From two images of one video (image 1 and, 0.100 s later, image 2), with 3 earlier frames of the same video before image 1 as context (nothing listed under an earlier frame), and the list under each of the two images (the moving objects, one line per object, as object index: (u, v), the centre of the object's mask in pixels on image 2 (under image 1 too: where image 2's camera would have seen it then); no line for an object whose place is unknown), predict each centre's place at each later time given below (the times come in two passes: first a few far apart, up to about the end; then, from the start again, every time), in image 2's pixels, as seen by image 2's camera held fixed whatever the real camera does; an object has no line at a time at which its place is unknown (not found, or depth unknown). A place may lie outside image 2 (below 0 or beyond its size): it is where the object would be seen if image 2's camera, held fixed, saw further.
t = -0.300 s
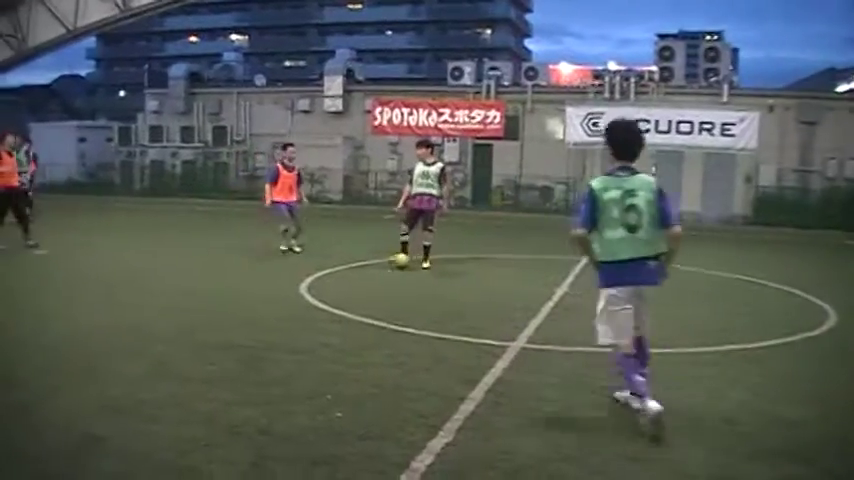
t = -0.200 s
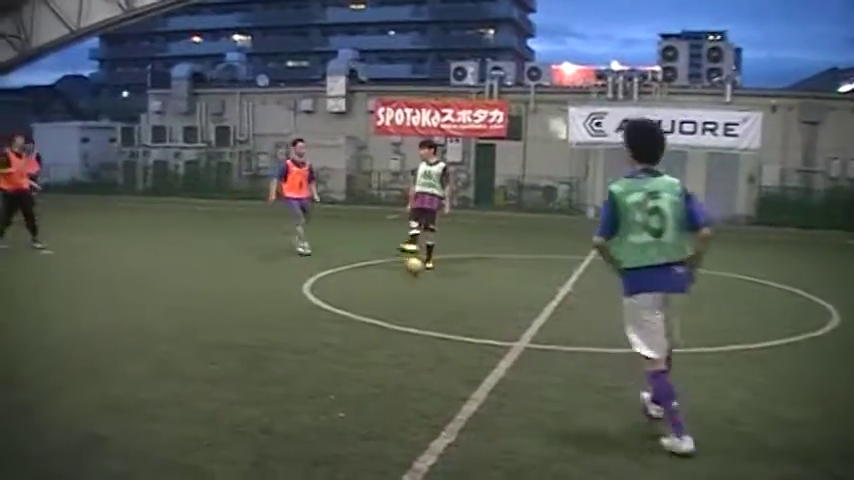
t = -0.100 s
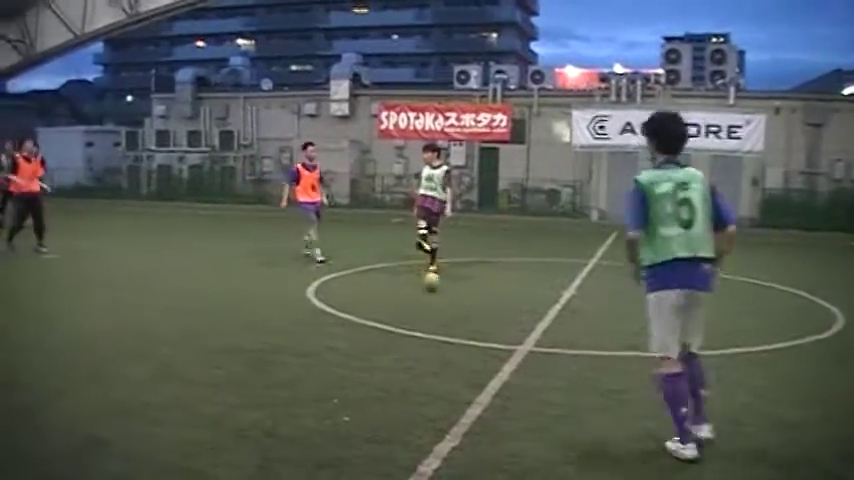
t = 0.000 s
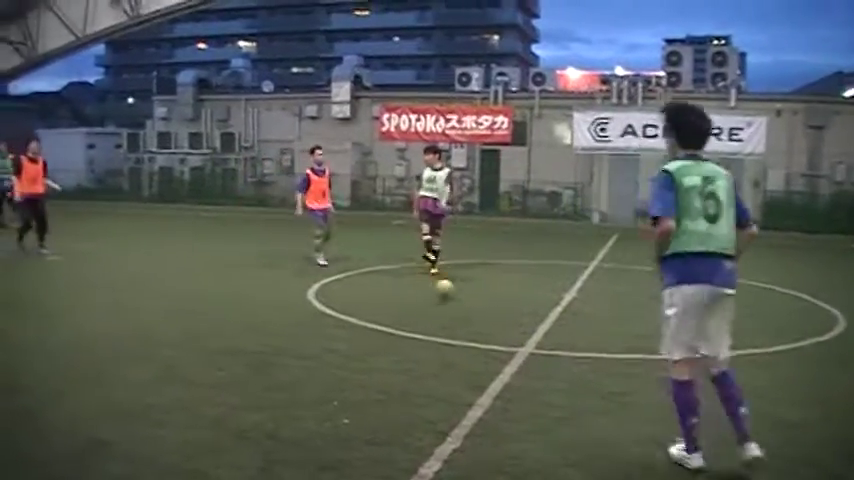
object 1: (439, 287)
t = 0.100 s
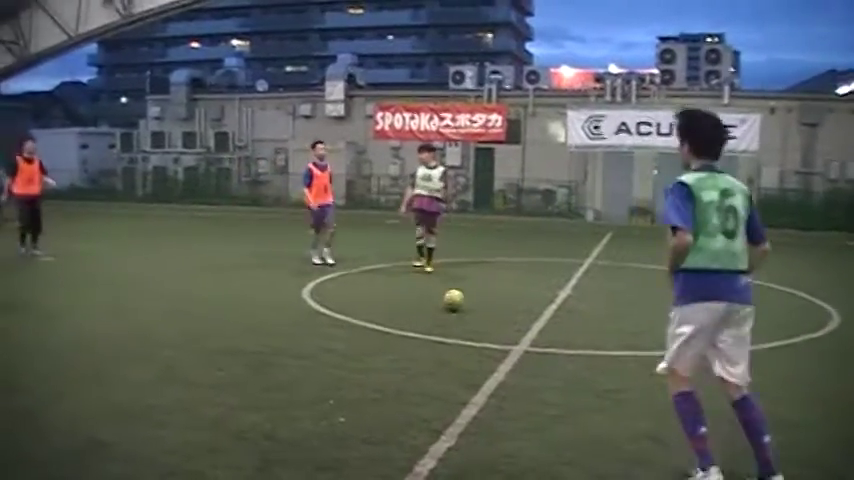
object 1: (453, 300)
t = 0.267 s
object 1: (480, 317)
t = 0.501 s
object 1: (525, 347)
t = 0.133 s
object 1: (458, 302)
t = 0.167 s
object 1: (463, 305)
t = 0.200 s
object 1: (469, 309)
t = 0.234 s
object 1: (474, 314)
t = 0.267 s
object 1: (480, 317)
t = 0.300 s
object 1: (485, 320)
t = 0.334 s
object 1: (491, 321)
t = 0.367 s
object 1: (497, 326)
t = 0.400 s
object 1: (504, 334)
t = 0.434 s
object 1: (510, 339)
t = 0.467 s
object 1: (518, 342)
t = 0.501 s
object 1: (525, 347)
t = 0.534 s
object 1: (534, 354)
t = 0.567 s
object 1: (542, 360)
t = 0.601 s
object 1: (551, 367)
